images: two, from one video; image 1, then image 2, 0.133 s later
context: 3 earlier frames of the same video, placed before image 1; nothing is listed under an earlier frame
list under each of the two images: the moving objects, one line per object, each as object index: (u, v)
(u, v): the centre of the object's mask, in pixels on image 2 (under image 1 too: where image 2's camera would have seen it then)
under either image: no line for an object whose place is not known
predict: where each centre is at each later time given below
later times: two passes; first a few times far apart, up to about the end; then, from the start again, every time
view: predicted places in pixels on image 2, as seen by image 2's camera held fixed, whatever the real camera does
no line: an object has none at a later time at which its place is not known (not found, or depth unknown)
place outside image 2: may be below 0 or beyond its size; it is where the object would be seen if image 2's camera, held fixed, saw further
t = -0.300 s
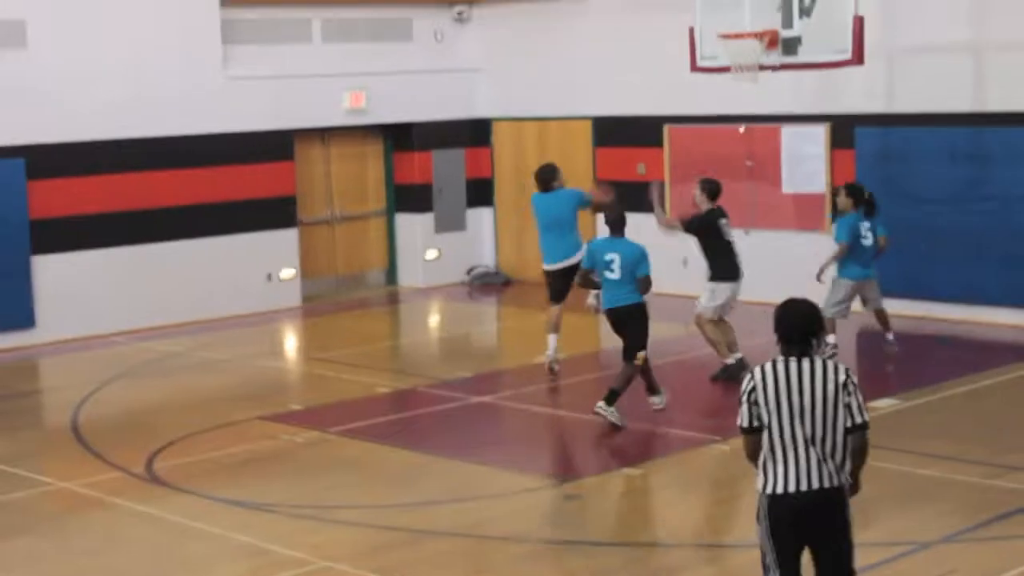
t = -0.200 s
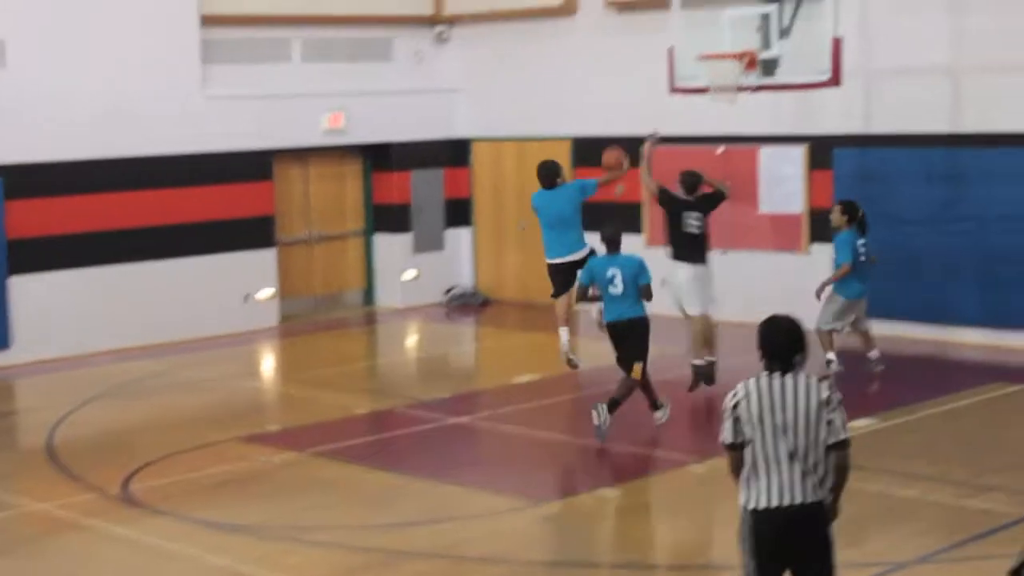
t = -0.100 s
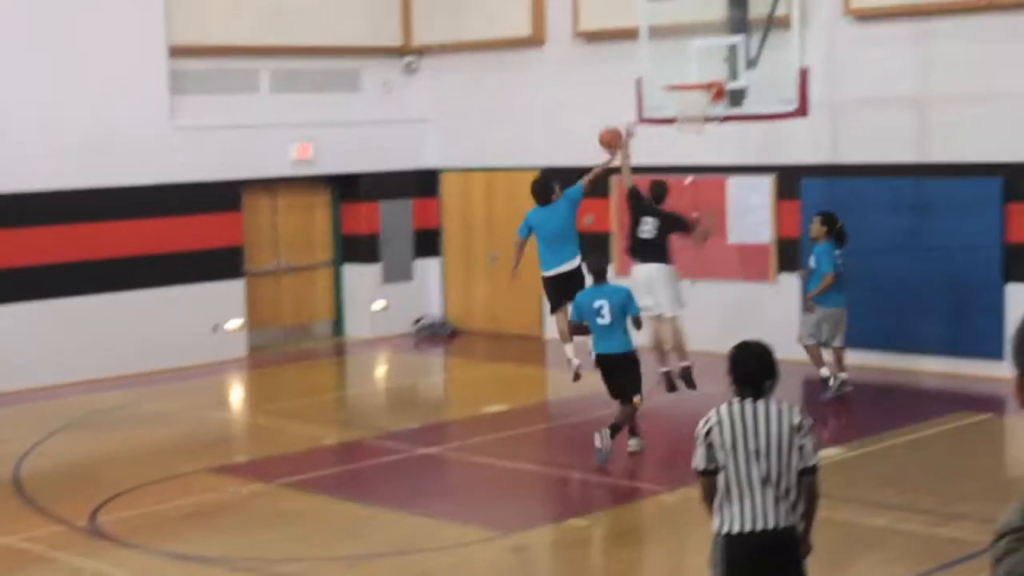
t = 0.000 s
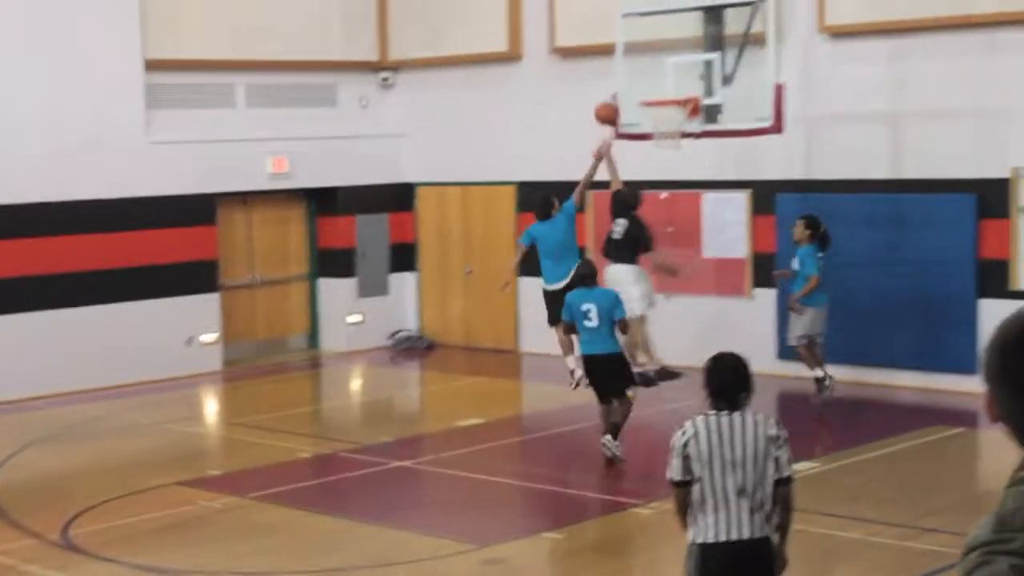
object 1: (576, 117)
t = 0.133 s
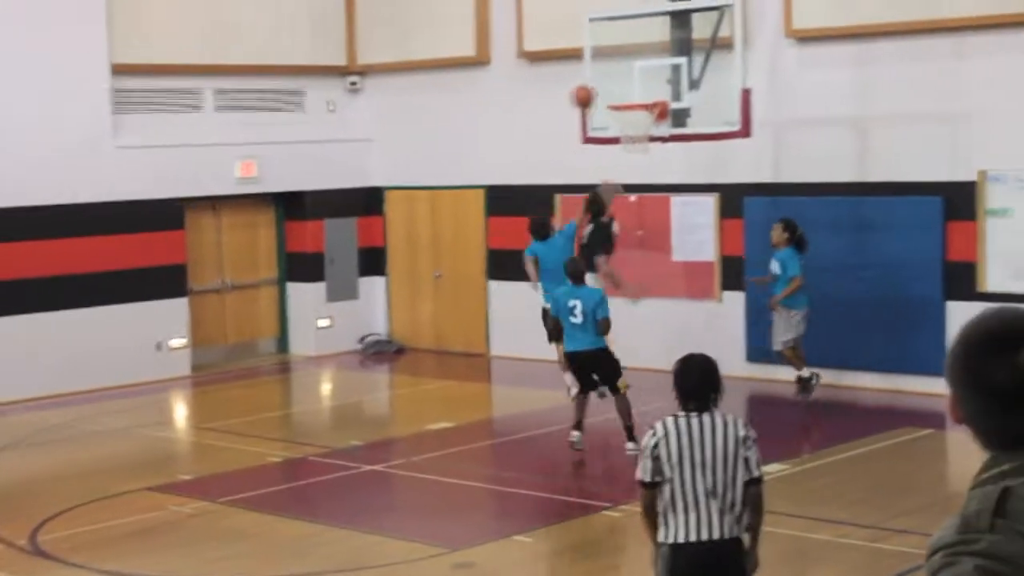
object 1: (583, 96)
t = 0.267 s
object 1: (551, 109)
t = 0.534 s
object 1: (489, 194)
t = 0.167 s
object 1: (574, 98)
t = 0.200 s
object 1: (567, 101)
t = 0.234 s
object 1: (559, 105)
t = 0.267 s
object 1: (551, 109)
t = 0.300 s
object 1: (544, 116)
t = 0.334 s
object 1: (536, 124)
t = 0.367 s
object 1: (528, 132)
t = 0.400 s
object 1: (520, 143)
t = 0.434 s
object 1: (513, 154)
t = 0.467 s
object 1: (505, 167)
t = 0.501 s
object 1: (497, 180)
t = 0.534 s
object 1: (489, 194)
